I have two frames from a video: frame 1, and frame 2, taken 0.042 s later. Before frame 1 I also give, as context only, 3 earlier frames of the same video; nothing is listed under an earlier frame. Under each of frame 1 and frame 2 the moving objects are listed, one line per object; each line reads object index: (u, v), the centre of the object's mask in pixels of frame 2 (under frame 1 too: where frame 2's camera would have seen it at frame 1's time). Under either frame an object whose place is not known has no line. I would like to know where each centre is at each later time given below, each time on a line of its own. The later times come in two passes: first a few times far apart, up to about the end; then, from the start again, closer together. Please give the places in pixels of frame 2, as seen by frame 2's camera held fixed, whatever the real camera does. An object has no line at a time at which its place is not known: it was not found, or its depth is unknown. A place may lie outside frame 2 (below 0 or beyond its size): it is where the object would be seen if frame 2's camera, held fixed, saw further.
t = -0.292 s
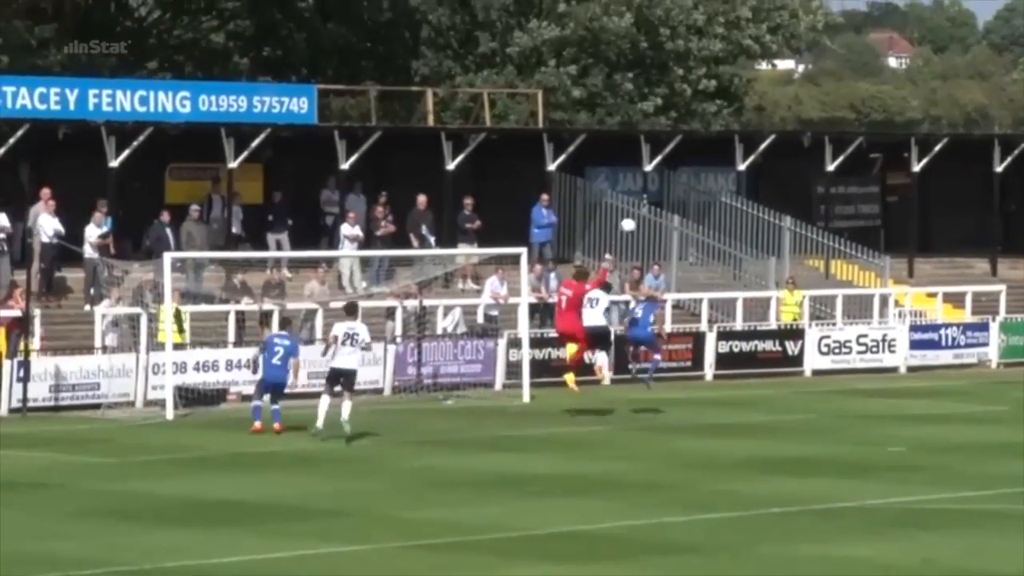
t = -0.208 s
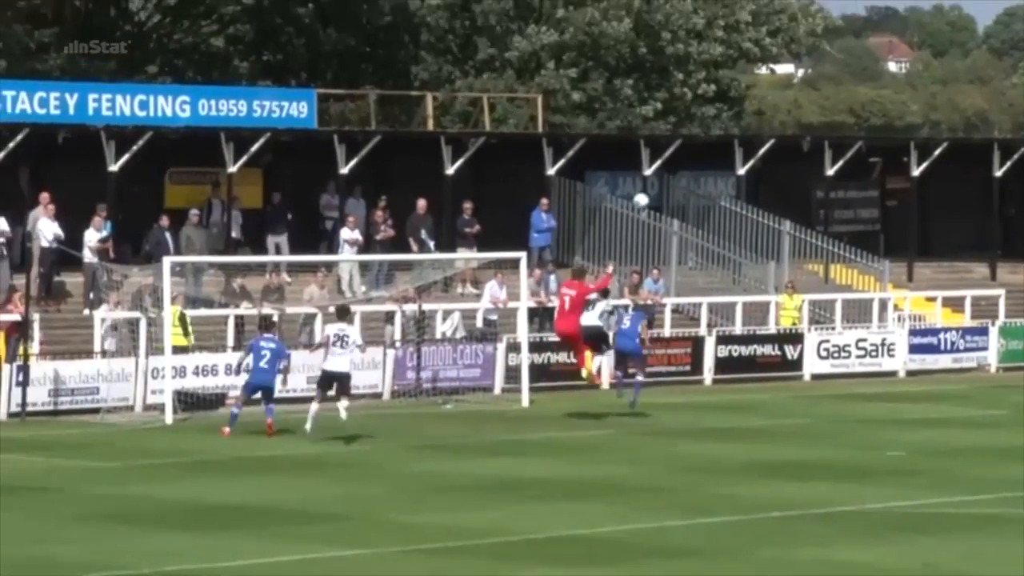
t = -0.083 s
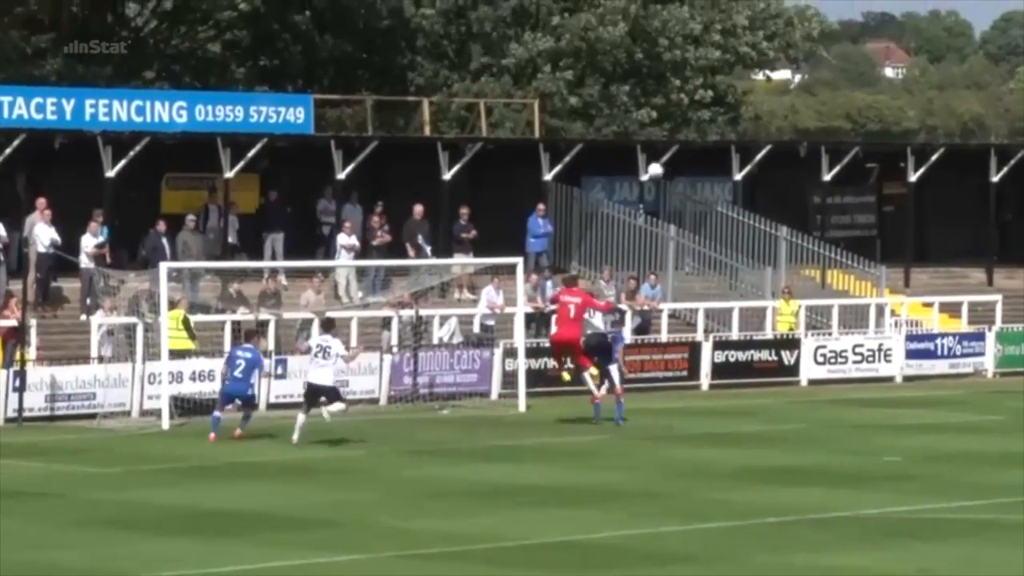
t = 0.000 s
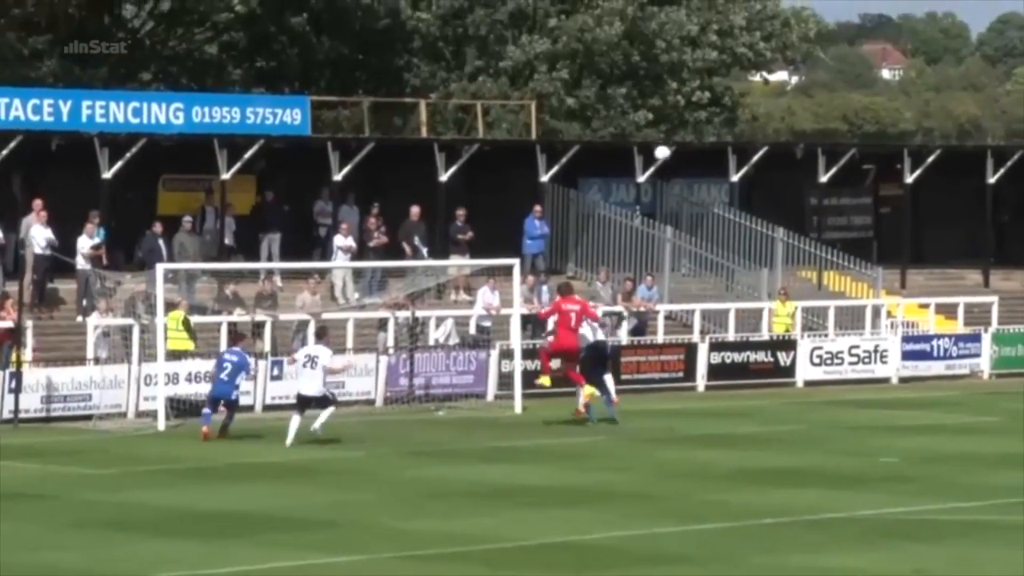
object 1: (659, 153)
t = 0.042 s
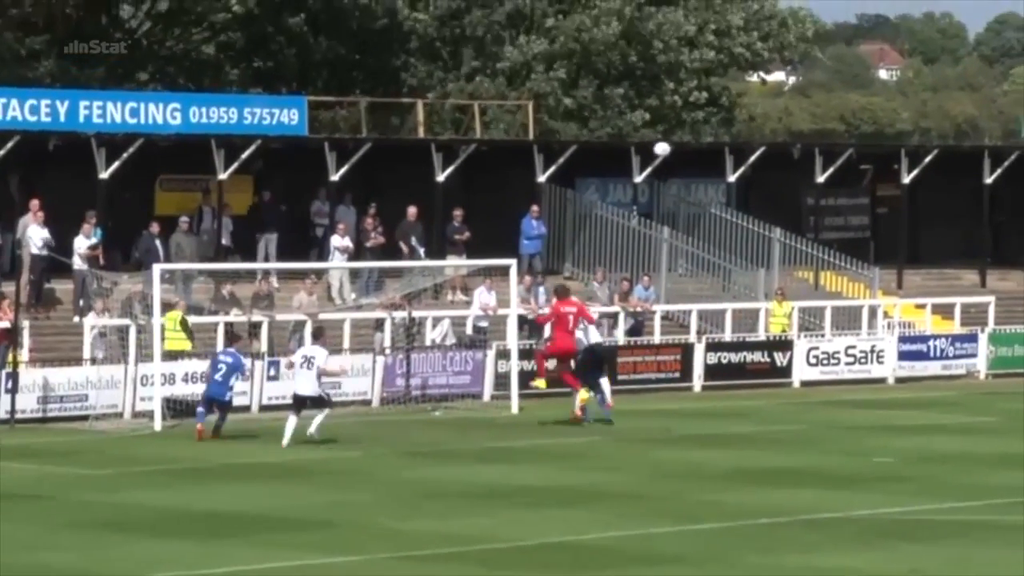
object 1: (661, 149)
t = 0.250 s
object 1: (680, 127)
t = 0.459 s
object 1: (687, 134)
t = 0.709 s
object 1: (682, 183)
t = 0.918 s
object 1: (666, 261)
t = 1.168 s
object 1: (621, 427)
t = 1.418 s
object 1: (605, 456)
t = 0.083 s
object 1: (666, 142)
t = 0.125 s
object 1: (672, 134)
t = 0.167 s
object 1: (676, 130)
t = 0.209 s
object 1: (678, 128)
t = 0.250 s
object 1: (680, 127)
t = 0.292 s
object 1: (681, 126)
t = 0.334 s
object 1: (684, 126)
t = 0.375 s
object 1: (685, 128)
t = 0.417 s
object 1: (686, 132)
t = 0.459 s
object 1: (687, 134)
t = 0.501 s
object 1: (687, 140)
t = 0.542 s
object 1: (686, 150)
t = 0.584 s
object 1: (686, 158)
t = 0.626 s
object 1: (684, 167)
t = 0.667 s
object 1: (683, 172)
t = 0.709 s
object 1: (682, 183)
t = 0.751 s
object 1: (678, 203)
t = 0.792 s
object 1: (676, 218)
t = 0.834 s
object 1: (671, 234)
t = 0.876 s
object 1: (668, 251)
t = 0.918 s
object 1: (666, 261)
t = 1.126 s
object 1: (636, 373)
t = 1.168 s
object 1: (621, 427)
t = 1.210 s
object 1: (617, 442)
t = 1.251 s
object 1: (608, 472)
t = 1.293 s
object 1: (599, 502)
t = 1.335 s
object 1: (600, 496)
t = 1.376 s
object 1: (602, 477)
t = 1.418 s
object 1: (605, 456)
